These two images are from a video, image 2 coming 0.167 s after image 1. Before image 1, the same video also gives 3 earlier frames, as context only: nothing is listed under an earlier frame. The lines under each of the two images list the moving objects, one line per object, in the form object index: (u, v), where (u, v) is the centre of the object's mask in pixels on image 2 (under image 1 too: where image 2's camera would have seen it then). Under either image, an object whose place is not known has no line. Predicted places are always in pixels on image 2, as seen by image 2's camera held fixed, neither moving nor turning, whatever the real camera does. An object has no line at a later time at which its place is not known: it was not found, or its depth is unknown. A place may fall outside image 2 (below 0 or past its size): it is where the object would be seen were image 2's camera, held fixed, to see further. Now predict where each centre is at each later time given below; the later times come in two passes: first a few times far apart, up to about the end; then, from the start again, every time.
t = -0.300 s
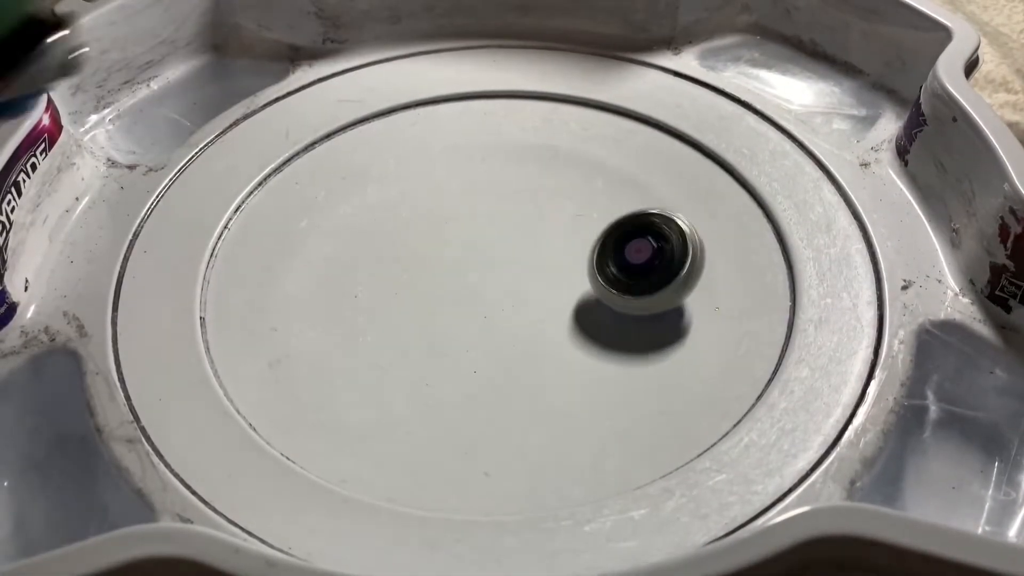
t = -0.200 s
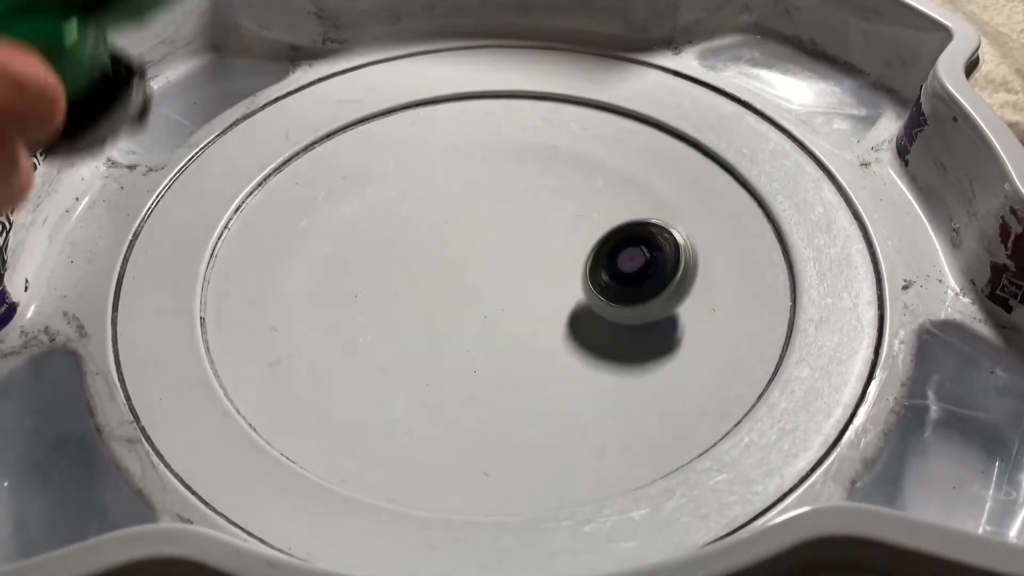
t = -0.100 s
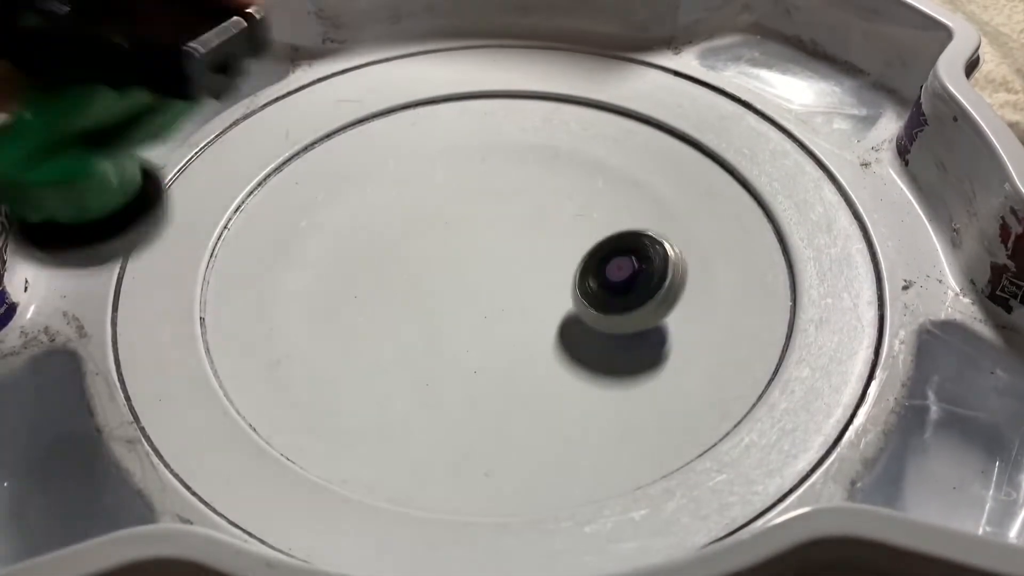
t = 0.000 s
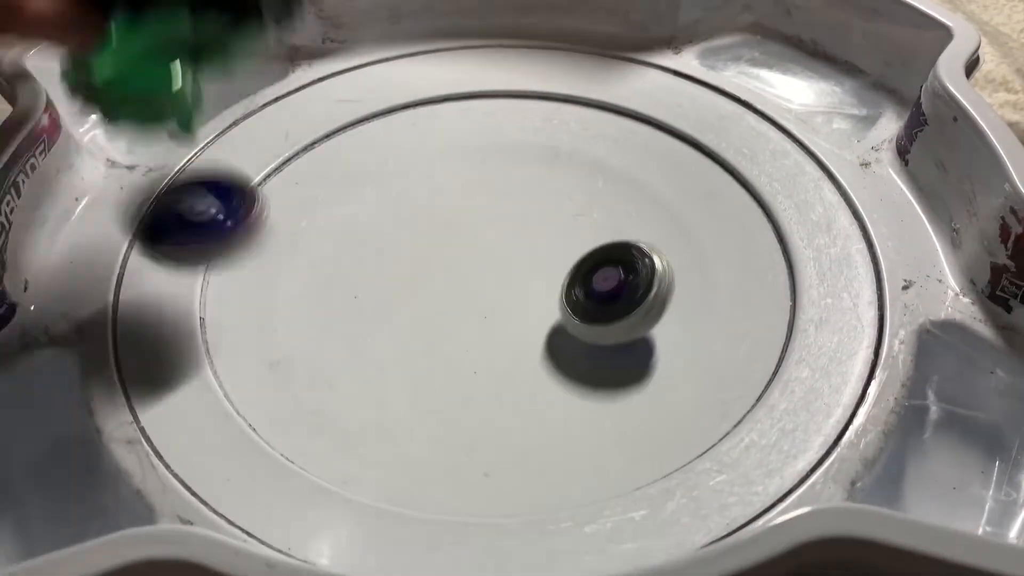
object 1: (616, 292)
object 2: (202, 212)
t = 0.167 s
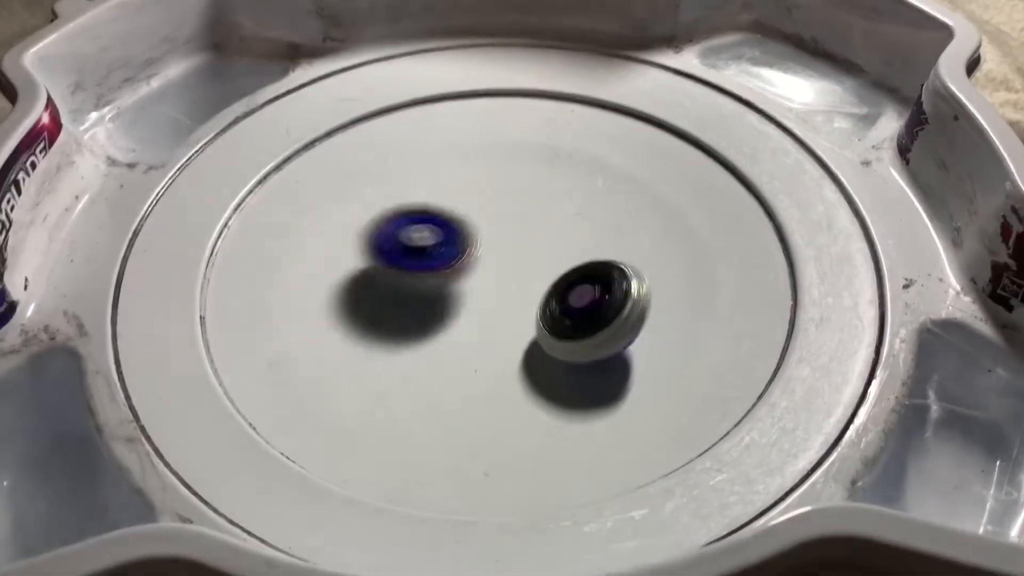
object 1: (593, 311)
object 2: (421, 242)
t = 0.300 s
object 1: (574, 323)
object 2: (535, 224)
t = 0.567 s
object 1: (532, 352)
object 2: (492, 144)
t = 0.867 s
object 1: (480, 367)
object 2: (362, 245)
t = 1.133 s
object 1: (481, 391)
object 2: (511, 246)
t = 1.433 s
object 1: (452, 323)
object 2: (482, 147)
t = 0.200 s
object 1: (589, 313)
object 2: (460, 240)
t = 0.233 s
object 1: (584, 316)
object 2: (491, 237)
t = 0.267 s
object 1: (579, 321)
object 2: (515, 232)
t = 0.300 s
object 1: (574, 323)
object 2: (535, 224)
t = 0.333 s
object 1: (568, 328)
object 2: (547, 217)
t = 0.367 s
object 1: (561, 331)
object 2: (555, 206)
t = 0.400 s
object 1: (554, 336)
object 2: (556, 195)
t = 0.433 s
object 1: (548, 339)
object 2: (551, 183)
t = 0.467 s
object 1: (544, 345)
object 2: (542, 171)
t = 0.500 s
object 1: (540, 348)
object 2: (529, 159)
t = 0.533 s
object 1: (536, 351)
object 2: (512, 150)
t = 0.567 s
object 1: (532, 352)
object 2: (492, 144)
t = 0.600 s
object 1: (527, 356)
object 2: (470, 141)
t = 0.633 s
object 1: (522, 359)
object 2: (447, 141)
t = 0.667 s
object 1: (515, 362)
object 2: (424, 144)
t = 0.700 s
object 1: (511, 364)
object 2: (402, 152)
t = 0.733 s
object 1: (506, 364)
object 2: (382, 165)
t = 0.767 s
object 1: (501, 365)
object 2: (366, 181)
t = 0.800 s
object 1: (495, 367)
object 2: (356, 201)
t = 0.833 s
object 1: (488, 367)
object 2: (354, 221)
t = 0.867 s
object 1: (480, 367)
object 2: (362, 245)
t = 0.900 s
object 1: (476, 365)
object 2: (377, 268)
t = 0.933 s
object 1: (470, 364)
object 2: (400, 284)
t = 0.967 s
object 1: (473, 374)
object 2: (414, 281)
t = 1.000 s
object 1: (477, 385)
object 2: (432, 274)
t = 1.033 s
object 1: (480, 391)
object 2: (453, 267)
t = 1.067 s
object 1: (480, 394)
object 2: (474, 263)
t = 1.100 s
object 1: (480, 393)
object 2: (493, 256)
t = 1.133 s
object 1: (481, 391)
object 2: (511, 246)
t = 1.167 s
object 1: (482, 387)
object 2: (526, 236)
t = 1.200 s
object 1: (482, 384)
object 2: (535, 223)
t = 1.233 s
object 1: (479, 377)
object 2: (540, 209)
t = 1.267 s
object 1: (477, 369)
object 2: (540, 195)
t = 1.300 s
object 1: (471, 360)
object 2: (536, 181)
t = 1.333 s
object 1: (466, 350)
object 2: (527, 168)
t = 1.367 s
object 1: (462, 342)
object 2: (515, 158)
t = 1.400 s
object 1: (457, 332)
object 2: (500, 150)
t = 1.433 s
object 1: (452, 323)
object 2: (482, 147)
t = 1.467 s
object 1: (447, 313)
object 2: (462, 147)
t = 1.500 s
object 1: (443, 307)
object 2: (444, 151)
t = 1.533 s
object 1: (436, 299)
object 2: (426, 160)
